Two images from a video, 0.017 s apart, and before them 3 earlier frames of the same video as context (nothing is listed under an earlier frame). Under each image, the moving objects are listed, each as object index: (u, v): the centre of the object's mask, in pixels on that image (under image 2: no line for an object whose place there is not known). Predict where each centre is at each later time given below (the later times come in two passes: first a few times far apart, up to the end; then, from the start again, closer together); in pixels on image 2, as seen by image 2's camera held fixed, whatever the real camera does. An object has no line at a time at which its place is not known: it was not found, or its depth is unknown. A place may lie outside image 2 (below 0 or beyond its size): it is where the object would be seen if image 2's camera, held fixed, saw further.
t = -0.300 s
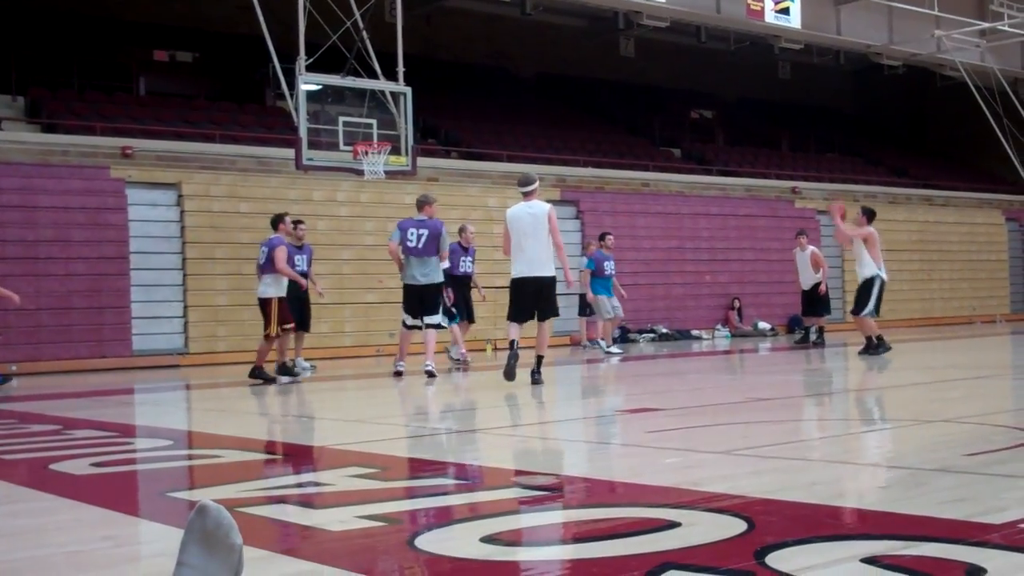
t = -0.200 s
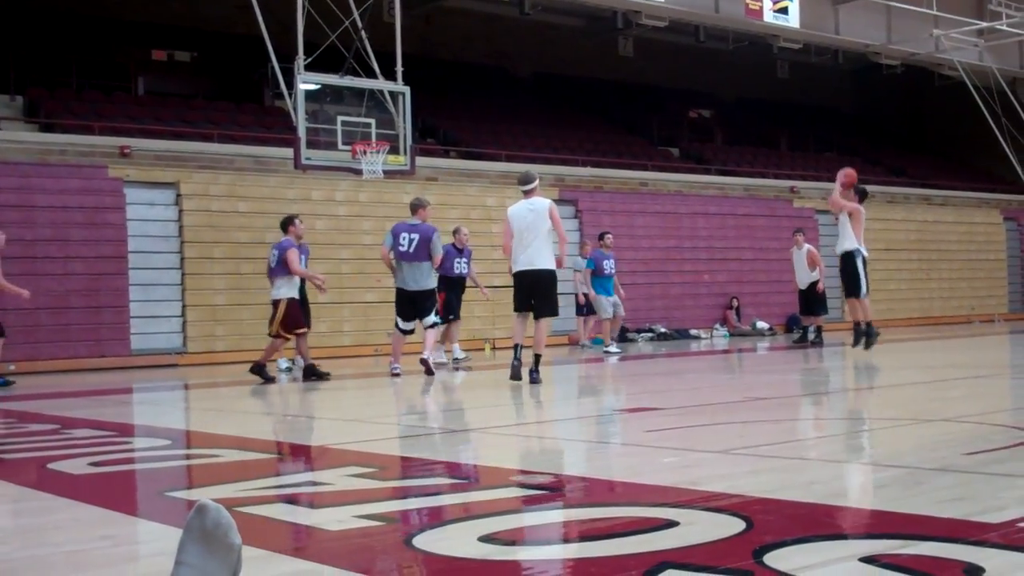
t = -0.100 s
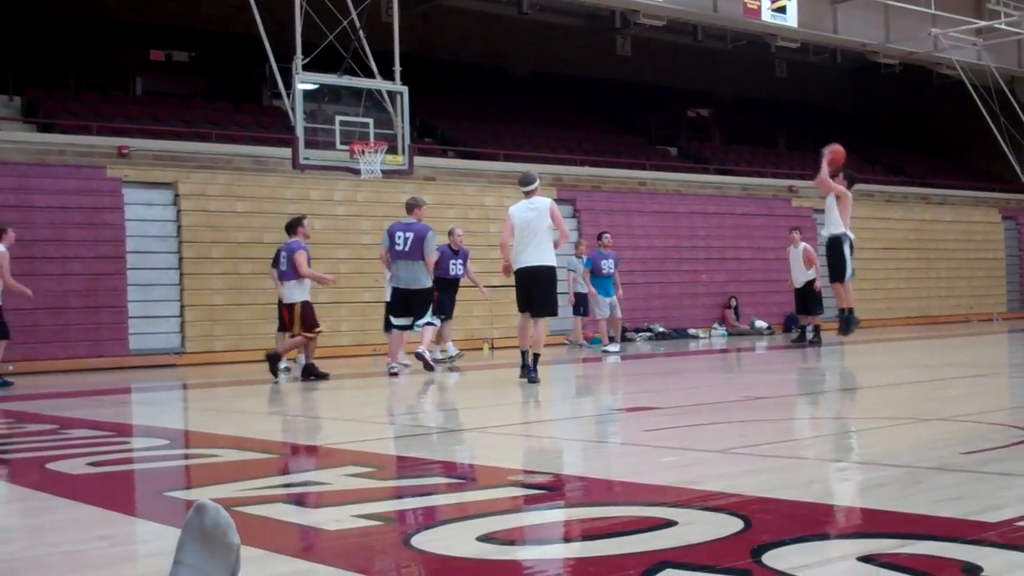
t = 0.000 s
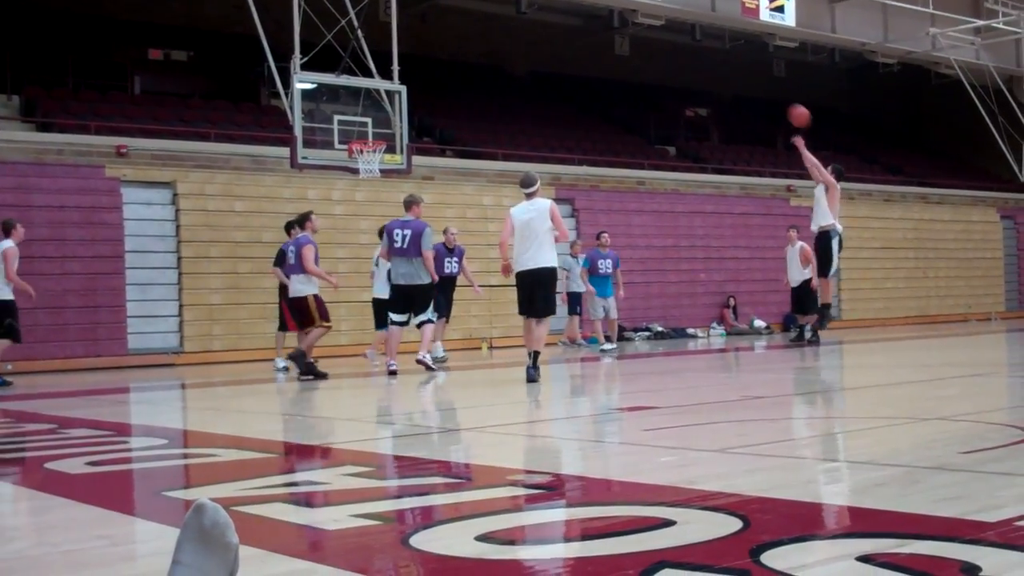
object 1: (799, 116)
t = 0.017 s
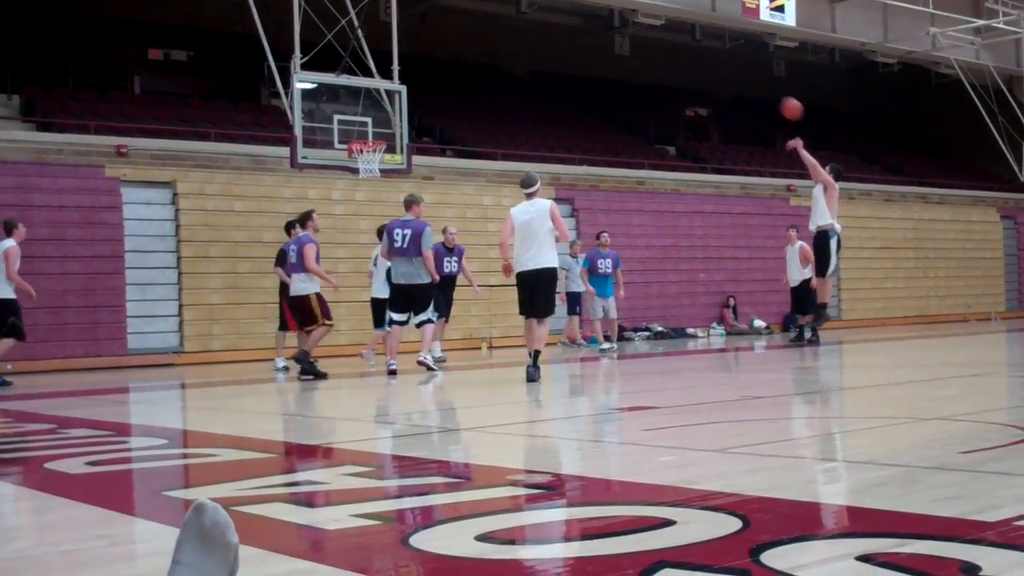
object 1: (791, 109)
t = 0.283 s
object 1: (673, 30)
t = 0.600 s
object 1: (546, 12)
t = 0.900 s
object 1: (438, 64)
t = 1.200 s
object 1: (364, 119)
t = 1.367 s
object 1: (351, 106)
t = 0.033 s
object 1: (783, 102)
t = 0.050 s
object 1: (776, 96)
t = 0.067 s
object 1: (768, 89)
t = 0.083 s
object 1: (760, 83)
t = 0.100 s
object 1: (753, 77)
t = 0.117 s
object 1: (745, 72)
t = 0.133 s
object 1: (737, 67)
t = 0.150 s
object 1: (730, 62)
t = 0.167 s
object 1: (723, 57)
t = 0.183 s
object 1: (716, 52)
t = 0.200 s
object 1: (708, 48)
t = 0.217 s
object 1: (701, 44)
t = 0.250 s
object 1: (687, 36)
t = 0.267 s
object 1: (679, 33)
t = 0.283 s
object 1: (673, 30)
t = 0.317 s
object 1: (658, 25)
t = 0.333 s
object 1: (652, 22)
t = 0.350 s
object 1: (644, 20)
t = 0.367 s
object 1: (638, 18)
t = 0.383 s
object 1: (630, 16)
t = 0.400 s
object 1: (624, 15)
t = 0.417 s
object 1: (616, 13)
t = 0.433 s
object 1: (610, 12)
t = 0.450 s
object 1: (603, 11)
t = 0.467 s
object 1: (597, 11)
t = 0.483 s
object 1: (591, 11)
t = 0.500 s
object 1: (584, 10)
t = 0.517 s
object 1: (578, 10)
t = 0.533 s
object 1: (571, 11)
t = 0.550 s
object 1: (565, 11)
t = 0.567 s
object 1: (559, 11)
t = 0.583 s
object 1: (552, 12)
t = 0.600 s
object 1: (546, 12)
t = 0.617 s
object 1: (539, 14)
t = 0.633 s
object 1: (533, 15)
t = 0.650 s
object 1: (527, 17)
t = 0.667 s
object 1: (521, 19)
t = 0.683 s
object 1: (515, 21)
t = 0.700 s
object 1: (509, 23)
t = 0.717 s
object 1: (502, 25)
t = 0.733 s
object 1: (496, 28)
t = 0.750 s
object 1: (490, 31)
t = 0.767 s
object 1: (485, 34)
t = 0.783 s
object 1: (479, 37)
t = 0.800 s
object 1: (473, 41)
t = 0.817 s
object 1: (467, 44)
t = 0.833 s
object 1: (461, 48)
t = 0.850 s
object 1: (455, 52)
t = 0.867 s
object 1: (450, 56)
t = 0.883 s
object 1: (444, 60)
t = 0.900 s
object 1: (438, 64)
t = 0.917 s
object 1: (433, 69)
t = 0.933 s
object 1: (427, 74)
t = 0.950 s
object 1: (422, 79)
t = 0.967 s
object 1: (416, 84)
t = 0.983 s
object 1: (412, 89)
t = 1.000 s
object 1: (406, 94)
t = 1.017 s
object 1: (400, 100)
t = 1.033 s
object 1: (394, 105)
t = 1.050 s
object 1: (388, 112)
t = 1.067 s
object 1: (383, 119)
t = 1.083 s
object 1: (380, 123)
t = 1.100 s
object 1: (372, 131)
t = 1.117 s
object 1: (372, 133)
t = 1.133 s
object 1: (370, 130)
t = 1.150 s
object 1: (368, 127)
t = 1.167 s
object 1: (367, 124)
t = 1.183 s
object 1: (365, 121)
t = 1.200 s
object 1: (364, 119)
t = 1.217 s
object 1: (363, 117)
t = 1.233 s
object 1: (362, 116)
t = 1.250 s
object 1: (360, 114)
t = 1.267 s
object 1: (359, 112)
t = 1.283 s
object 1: (358, 110)
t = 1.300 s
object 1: (356, 109)
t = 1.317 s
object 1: (355, 108)
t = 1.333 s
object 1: (354, 107)
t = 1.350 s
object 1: (352, 106)
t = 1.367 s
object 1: (351, 106)
